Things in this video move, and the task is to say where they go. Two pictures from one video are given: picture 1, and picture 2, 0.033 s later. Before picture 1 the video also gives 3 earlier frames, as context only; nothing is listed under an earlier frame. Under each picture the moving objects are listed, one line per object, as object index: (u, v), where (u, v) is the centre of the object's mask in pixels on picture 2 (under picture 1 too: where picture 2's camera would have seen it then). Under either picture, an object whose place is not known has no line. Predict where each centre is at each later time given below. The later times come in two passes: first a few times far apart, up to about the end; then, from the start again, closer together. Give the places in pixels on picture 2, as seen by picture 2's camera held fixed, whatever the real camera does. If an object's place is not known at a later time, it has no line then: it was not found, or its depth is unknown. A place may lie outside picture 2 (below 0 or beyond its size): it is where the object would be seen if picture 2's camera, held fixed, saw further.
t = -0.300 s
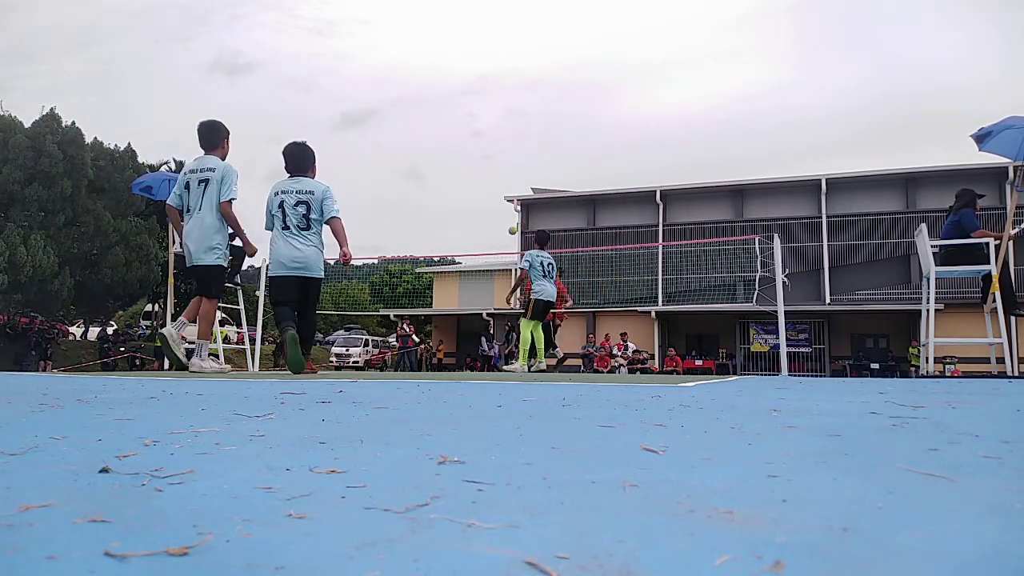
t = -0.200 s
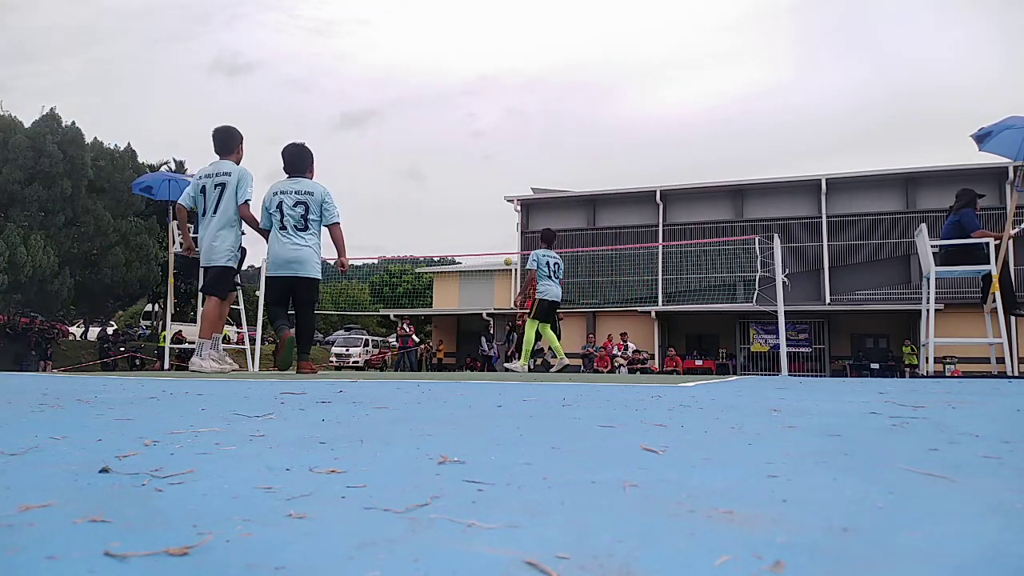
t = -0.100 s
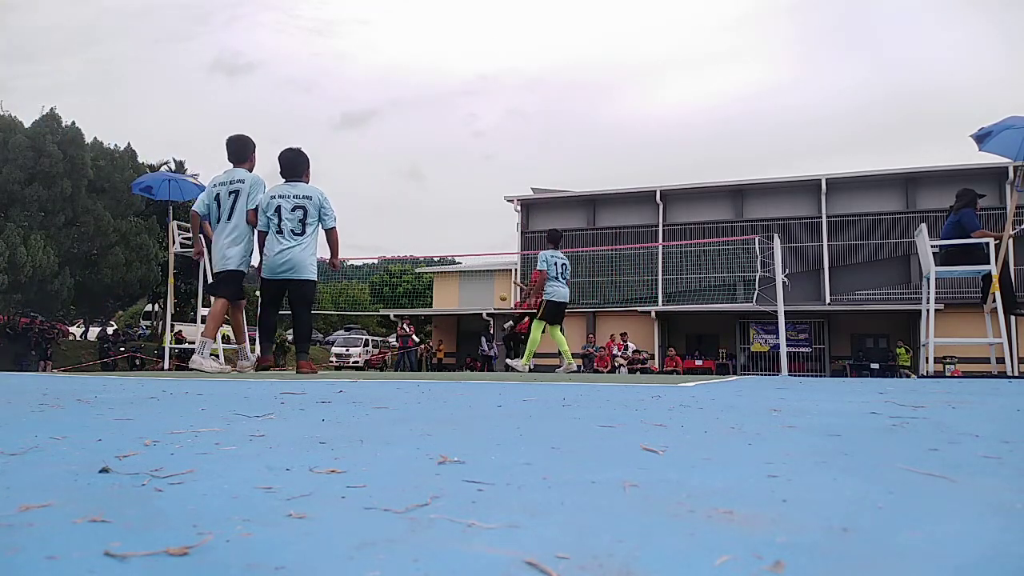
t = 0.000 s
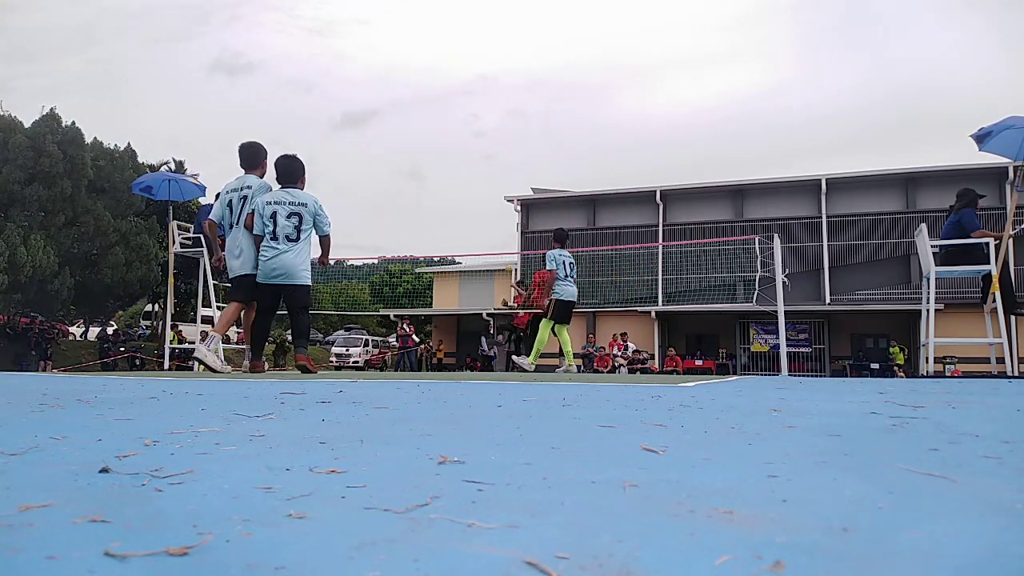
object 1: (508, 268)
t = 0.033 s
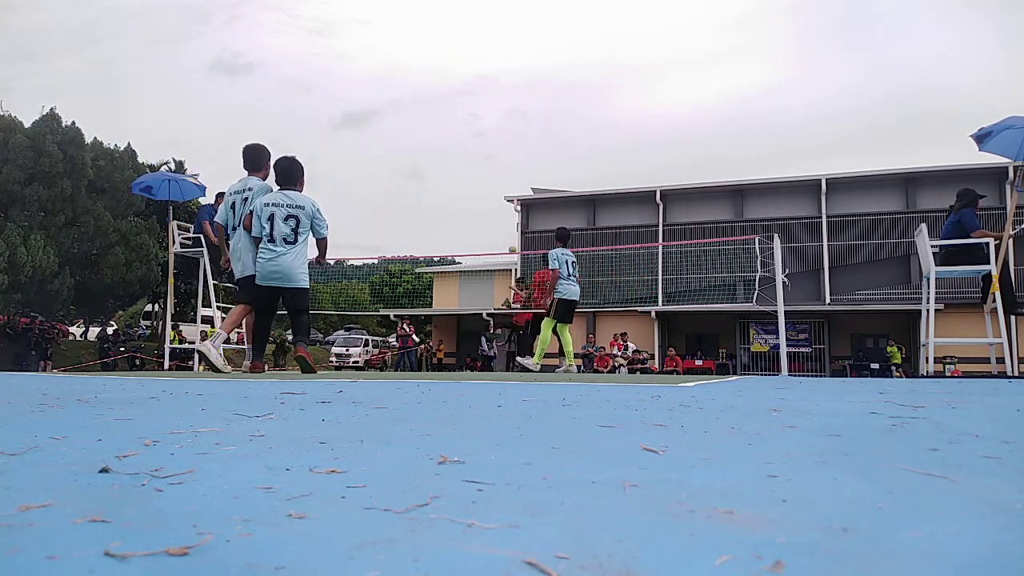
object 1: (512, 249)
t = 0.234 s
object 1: (531, 154)
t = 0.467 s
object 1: (550, 82)
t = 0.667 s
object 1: (563, 48)
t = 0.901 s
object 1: (576, 36)
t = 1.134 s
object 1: (588, 53)
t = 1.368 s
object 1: (598, 94)
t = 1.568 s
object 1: (605, 148)
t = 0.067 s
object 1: (516, 231)
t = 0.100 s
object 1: (519, 214)
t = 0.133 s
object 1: (522, 198)
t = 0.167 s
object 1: (526, 183)
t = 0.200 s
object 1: (528, 168)
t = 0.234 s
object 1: (531, 154)
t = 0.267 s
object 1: (534, 142)
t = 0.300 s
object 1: (537, 130)
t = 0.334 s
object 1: (540, 119)
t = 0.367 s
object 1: (542, 109)
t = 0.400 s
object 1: (544, 99)
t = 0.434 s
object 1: (547, 90)
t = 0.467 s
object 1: (550, 82)
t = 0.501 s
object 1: (552, 75)
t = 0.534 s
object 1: (554, 68)
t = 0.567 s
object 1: (556, 62)
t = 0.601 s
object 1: (558, 57)
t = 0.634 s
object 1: (560, 52)
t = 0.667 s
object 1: (563, 48)
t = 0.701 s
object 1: (565, 44)
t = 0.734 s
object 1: (567, 42)
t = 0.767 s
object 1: (569, 39)
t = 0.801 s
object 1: (571, 38)
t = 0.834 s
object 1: (573, 37)
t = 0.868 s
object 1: (574, 36)
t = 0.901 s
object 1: (576, 36)
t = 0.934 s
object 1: (578, 37)
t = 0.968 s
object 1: (580, 38)
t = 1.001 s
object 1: (582, 40)
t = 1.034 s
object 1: (583, 42)
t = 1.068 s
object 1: (585, 45)
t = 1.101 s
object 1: (586, 49)
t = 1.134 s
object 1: (588, 53)
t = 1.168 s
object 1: (589, 57)
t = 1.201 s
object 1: (591, 62)
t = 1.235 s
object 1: (592, 67)
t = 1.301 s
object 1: (595, 80)
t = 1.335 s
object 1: (596, 87)
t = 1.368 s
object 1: (598, 94)
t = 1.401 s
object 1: (599, 102)
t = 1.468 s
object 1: (602, 119)
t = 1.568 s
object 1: (605, 148)
